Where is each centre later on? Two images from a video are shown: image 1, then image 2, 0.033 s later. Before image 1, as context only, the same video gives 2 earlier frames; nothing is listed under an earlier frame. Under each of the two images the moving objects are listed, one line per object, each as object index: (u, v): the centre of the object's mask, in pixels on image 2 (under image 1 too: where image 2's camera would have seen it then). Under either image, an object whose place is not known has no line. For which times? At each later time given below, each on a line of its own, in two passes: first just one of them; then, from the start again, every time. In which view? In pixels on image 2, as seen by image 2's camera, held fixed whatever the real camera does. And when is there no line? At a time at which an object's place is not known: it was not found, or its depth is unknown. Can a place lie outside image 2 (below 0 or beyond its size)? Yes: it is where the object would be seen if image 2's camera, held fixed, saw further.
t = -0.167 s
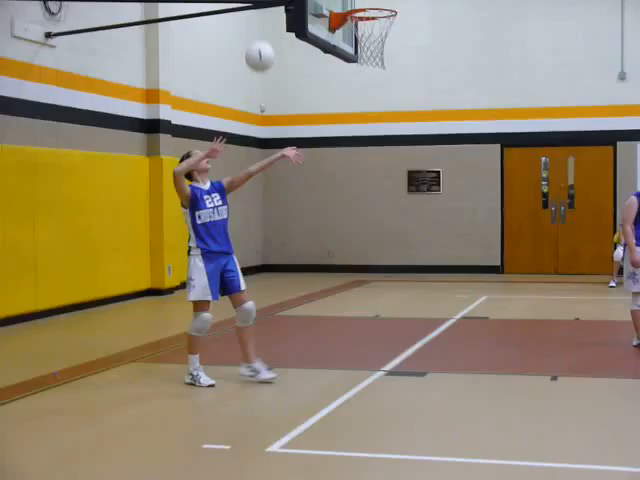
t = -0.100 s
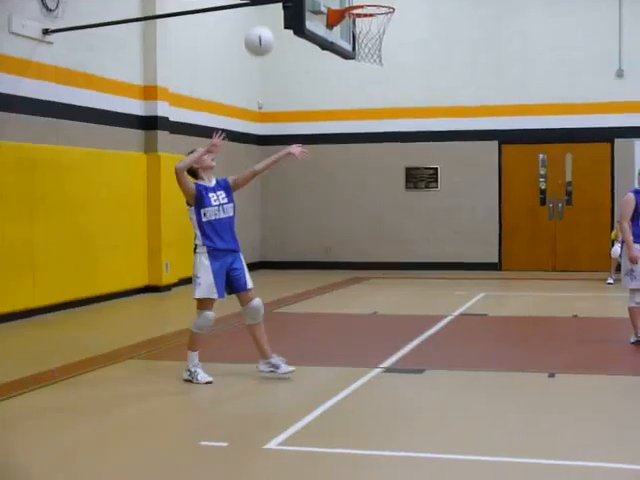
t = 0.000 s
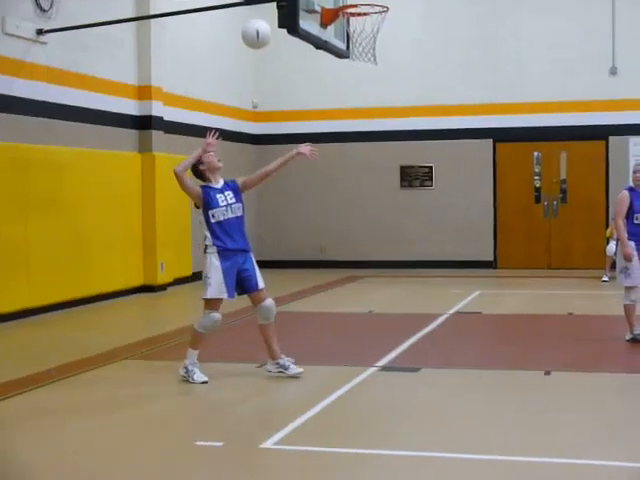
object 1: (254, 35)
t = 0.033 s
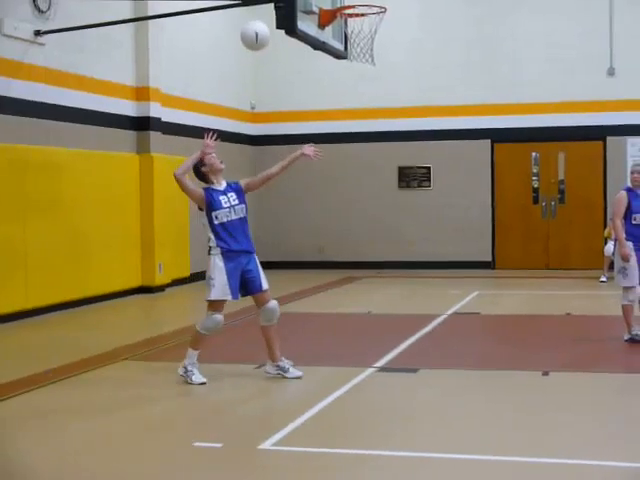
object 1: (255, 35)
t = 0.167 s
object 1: (258, 53)
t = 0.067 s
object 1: (255, 38)
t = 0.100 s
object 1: (255, 41)
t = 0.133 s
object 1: (257, 46)
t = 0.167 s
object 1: (258, 53)
